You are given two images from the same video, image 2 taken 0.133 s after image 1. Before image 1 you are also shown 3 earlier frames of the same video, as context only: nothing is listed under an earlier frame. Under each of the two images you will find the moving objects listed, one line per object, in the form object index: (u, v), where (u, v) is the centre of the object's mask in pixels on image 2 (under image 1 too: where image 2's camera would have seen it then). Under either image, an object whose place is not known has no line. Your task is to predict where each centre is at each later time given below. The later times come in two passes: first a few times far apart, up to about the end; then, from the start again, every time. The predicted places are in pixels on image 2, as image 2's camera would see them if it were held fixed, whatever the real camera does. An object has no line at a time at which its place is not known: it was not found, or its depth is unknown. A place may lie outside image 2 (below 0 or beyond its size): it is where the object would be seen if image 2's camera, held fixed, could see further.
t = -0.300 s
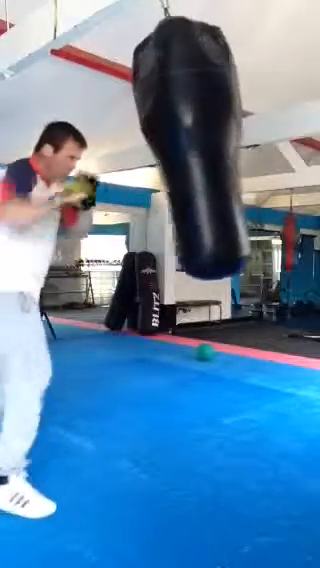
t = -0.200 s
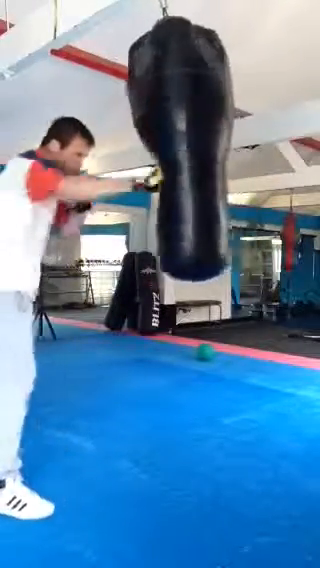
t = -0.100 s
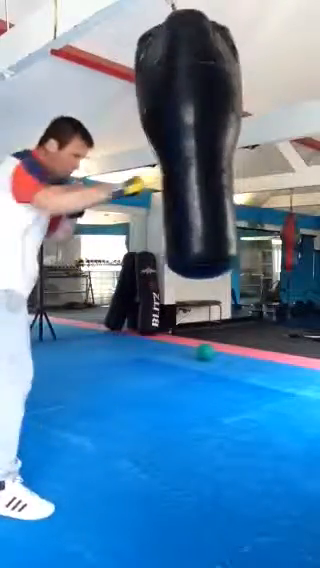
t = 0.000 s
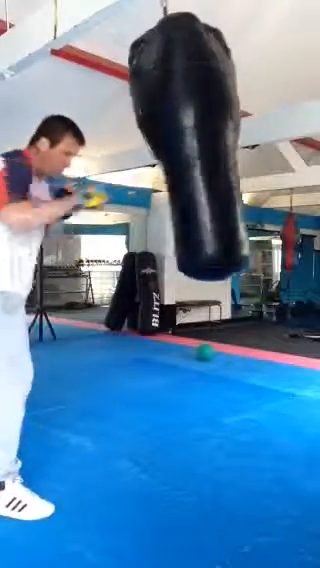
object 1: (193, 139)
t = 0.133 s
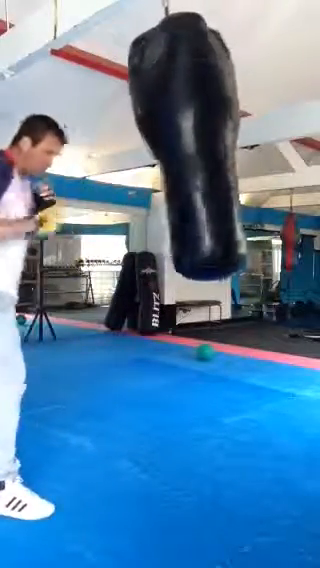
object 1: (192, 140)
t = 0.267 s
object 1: (183, 141)
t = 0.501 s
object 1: (158, 140)
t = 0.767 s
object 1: (133, 140)
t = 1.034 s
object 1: (135, 140)
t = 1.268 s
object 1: (154, 141)
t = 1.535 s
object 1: (182, 141)
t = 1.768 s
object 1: (194, 140)
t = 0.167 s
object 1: (190, 139)
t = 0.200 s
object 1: (189, 139)
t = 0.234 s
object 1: (186, 139)
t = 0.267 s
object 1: (183, 141)
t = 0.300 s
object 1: (179, 141)
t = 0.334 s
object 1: (176, 142)
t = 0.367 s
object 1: (172, 142)
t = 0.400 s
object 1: (168, 143)
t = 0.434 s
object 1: (165, 142)
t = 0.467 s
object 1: (162, 140)
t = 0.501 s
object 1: (158, 140)
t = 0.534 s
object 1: (153, 141)
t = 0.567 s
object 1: (150, 141)
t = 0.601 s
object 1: (146, 141)
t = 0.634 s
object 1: (142, 142)
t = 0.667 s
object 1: (140, 141)
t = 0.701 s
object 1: (137, 140)
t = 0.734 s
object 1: (135, 140)
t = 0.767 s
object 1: (133, 140)
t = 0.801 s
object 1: (132, 140)
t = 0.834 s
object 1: (131, 140)
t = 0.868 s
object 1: (130, 140)
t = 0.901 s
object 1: (130, 140)
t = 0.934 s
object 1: (131, 140)
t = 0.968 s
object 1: (132, 139)
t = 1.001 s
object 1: (133, 140)
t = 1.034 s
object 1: (135, 140)
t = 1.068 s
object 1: (136, 140)
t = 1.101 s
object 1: (139, 140)
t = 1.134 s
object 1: (141, 140)
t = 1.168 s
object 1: (144, 140)
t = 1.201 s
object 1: (147, 141)
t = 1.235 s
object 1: (151, 142)
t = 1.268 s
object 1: (154, 141)
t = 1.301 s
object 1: (158, 143)
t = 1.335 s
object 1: (161, 143)
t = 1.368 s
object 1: (164, 144)
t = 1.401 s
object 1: (168, 144)
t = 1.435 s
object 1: (172, 142)
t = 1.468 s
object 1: (176, 142)
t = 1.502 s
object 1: (179, 142)
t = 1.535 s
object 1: (182, 141)
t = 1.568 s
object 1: (185, 141)
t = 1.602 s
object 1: (187, 141)
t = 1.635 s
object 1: (189, 141)
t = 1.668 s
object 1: (191, 140)
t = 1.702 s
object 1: (193, 140)
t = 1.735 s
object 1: (194, 140)
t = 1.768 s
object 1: (194, 140)
